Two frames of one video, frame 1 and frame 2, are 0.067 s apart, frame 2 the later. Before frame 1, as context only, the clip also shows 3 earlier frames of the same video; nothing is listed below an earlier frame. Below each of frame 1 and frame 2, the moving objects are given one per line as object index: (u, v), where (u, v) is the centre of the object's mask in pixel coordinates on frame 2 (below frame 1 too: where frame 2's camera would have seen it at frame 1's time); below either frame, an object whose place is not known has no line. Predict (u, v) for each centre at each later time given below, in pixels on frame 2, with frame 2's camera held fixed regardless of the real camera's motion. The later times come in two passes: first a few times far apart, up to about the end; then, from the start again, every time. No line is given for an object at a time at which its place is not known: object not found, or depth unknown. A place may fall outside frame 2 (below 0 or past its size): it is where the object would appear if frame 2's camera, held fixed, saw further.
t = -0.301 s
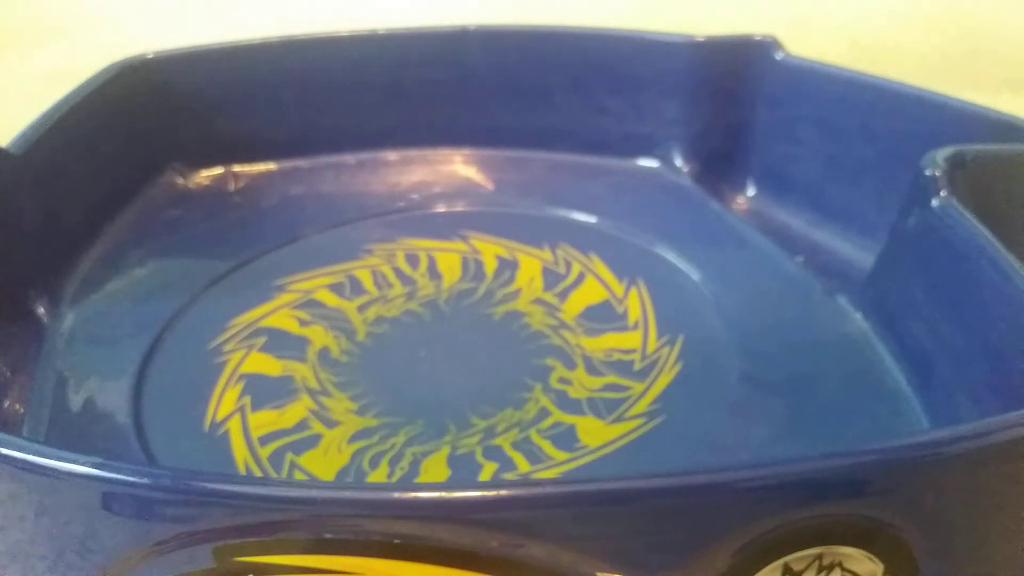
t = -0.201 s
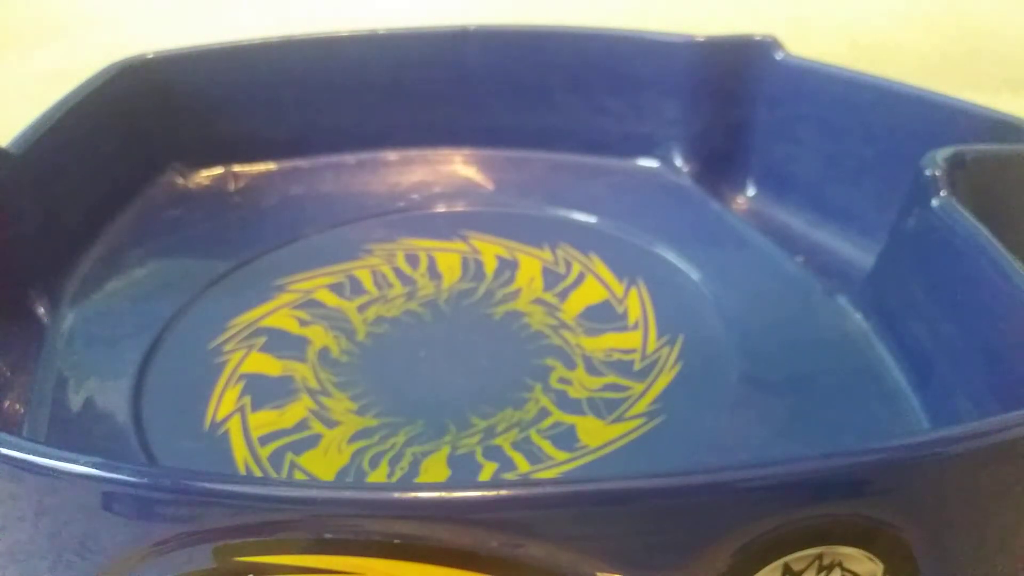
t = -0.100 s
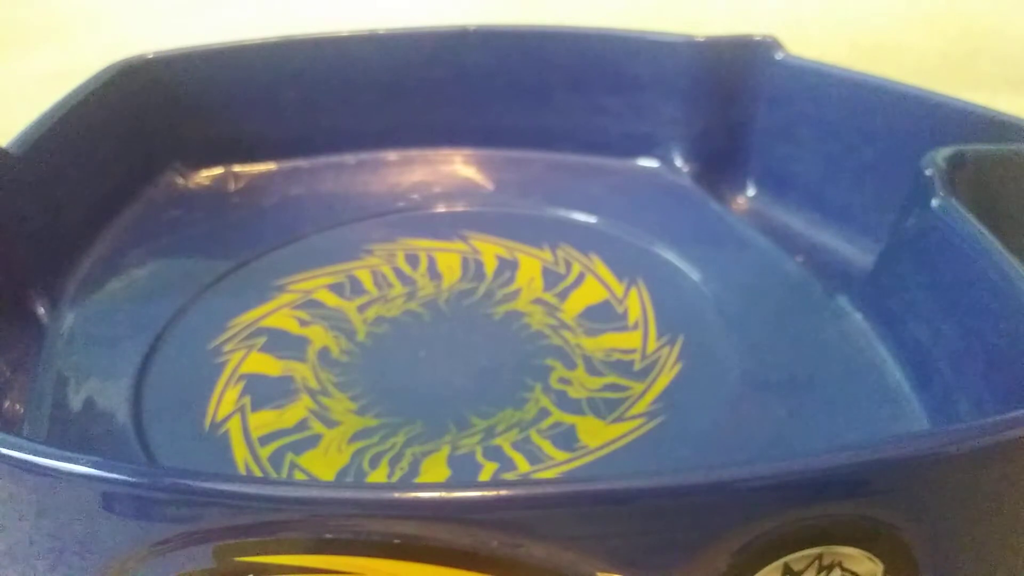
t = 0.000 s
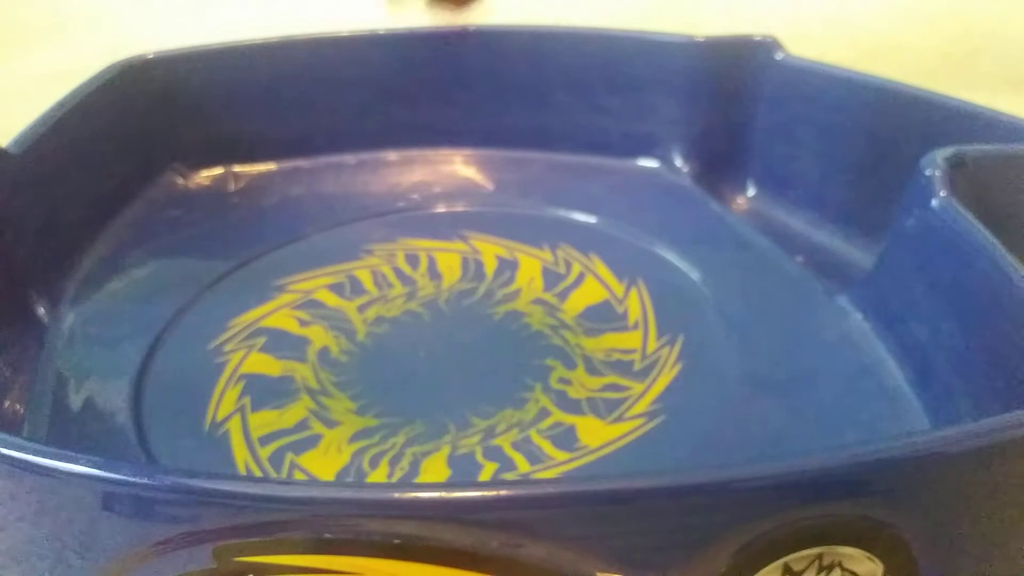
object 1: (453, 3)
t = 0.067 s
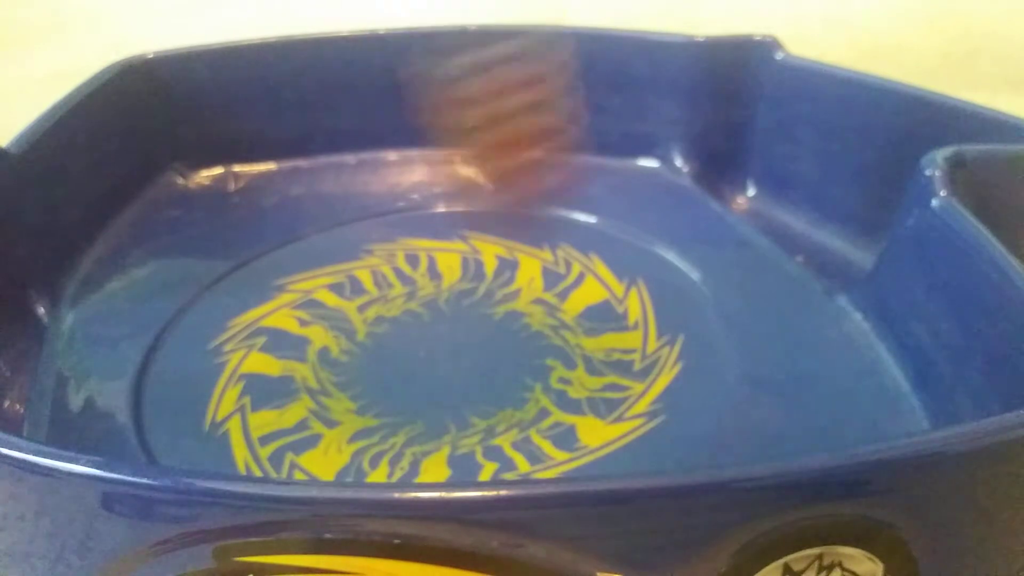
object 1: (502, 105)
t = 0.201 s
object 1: (514, 311)
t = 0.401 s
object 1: (413, 395)
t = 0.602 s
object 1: (318, 415)
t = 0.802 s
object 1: (299, 441)
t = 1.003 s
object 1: (473, 450)
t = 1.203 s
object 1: (562, 330)
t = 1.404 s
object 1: (421, 219)
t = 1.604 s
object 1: (200, 199)
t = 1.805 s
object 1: (276, 340)
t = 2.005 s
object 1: (672, 390)
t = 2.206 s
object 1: (740, 288)
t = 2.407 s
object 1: (471, 227)
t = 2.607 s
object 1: (190, 252)
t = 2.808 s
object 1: (66, 389)
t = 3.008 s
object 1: (293, 447)
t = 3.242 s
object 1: (613, 342)
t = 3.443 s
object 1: (611, 197)
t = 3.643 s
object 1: (407, 151)
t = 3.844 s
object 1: (222, 199)
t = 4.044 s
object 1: (178, 278)
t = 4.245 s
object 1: (311, 424)
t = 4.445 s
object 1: (645, 415)
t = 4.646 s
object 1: (700, 271)
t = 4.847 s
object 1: (559, 203)
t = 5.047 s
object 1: (371, 216)
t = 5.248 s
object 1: (238, 279)
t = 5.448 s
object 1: (220, 368)
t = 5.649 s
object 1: (313, 400)
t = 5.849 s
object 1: (373, 387)
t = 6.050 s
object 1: (405, 372)
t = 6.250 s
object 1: (427, 360)
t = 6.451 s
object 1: (441, 347)
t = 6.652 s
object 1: (451, 338)
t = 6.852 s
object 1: (456, 329)
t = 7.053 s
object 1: (459, 324)
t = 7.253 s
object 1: (461, 322)
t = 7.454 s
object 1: (461, 320)
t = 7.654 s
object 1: (459, 320)
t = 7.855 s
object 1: (454, 320)
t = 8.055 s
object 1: (448, 321)
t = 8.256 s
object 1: (440, 322)
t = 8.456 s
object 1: (435, 321)
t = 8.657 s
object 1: (430, 321)
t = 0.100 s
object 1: (529, 286)
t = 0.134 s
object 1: (550, 364)
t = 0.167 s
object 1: (530, 330)
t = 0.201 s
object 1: (514, 311)
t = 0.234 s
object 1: (500, 313)
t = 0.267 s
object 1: (482, 340)
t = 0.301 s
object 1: (470, 386)
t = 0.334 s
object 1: (449, 382)
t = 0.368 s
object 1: (430, 379)
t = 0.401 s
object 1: (413, 395)
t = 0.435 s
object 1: (394, 398)
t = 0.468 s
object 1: (377, 404)
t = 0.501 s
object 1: (360, 405)
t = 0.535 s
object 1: (345, 408)
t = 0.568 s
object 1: (330, 412)
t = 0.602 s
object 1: (318, 415)
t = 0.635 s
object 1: (307, 419)
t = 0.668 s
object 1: (299, 424)
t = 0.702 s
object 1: (294, 427)
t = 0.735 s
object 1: (292, 431)
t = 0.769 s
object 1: (293, 437)
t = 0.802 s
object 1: (299, 441)
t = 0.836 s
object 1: (311, 448)
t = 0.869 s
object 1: (331, 452)
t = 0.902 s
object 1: (357, 454)
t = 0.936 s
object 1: (390, 455)
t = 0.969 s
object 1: (431, 455)
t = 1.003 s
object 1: (473, 450)
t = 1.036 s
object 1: (514, 442)
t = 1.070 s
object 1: (545, 427)
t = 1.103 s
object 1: (563, 405)
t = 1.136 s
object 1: (572, 378)
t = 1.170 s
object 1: (570, 354)
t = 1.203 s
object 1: (562, 330)
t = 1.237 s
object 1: (548, 307)
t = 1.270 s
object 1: (530, 286)
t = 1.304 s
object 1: (509, 266)
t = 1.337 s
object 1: (482, 247)
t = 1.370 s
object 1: (453, 232)
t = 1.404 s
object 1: (421, 219)
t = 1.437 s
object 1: (384, 211)
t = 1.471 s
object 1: (351, 203)
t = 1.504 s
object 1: (311, 196)
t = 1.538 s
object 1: (276, 195)
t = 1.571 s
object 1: (240, 197)
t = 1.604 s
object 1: (200, 199)
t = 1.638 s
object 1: (158, 202)
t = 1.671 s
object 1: (150, 212)
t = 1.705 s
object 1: (174, 239)
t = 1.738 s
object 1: (200, 271)
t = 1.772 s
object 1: (231, 304)
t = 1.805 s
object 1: (276, 340)
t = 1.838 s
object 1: (339, 370)
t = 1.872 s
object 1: (397, 386)
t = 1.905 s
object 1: (460, 397)
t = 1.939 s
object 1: (523, 405)
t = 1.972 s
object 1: (601, 402)
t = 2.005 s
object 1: (672, 390)
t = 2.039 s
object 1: (726, 368)
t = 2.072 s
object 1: (766, 350)
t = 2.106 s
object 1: (799, 331)
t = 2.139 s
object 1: (820, 308)
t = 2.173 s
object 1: (781, 292)
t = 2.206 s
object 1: (740, 288)
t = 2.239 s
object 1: (702, 276)
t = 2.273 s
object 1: (657, 267)
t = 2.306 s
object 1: (616, 254)
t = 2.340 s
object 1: (571, 241)
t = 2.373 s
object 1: (522, 232)
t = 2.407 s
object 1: (471, 227)
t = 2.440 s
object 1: (421, 225)
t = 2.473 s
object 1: (371, 224)
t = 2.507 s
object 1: (323, 227)
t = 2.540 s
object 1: (277, 232)
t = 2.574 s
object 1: (231, 240)
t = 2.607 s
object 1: (190, 252)
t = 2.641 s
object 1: (153, 268)
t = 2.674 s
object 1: (117, 290)
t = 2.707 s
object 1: (91, 312)
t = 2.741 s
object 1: (71, 339)
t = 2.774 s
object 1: (65, 373)
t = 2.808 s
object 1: (66, 389)
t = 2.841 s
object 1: (73, 407)
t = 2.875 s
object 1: (96, 420)
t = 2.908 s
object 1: (141, 432)
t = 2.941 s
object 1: (186, 438)
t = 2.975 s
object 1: (232, 443)
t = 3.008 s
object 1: (293, 447)
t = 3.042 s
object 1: (363, 443)
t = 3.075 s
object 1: (415, 438)
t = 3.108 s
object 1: (468, 429)
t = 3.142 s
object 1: (511, 416)
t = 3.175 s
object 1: (553, 391)
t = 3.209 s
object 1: (585, 367)
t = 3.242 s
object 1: (613, 342)
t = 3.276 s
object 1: (629, 312)
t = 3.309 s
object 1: (639, 284)
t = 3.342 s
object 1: (641, 260)
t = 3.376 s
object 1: (636, 238)
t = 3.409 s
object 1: (625, 216)
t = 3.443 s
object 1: (611, 197)
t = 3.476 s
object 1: (586, 179)
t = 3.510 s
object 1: (557, 168)
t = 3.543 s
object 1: (525, 158)
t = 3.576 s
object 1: (491, 153)
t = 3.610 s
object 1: (450, 152)
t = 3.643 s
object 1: (407, 151)
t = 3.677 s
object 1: (368, 158)
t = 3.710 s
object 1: (332, 165)
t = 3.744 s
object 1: (295, 175)
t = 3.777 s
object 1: (267, 183)
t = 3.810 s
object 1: (240, 191)
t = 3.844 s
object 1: (222, 199)
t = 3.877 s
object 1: (207, 207)
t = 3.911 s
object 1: (197, 216)
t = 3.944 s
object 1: (189, 227)
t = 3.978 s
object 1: (184, 240)
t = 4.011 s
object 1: (180, 255)
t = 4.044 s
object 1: (178, 278)
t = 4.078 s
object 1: (184, 304)
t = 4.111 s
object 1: (191, 330)
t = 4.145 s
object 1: (205, 356)
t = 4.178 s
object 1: (229, 386)
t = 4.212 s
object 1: (261, 408)
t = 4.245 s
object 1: (311, 424)
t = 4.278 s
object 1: (358, 432)
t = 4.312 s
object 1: (419, 435)
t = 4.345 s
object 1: (476, 436)
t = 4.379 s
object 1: (531, 434)
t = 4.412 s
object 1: (592, 426)
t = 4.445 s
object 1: (645, 415)
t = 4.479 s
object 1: (685, 398)
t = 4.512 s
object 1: (714, 372)
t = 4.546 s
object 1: (724, 345)
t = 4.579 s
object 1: (726, 319)
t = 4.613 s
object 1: (716, 296)
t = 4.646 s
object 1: (700, 271)
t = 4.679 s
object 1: (685, 253)
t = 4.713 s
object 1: (663, 239)
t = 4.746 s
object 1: (641, 226)
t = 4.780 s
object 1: (616, 216)
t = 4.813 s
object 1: (589, 209)
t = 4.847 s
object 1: (559, 203)
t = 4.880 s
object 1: (530, 201)
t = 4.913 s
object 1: (498, 200)
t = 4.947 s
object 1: (463, 203)
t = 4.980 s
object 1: (433, 205)
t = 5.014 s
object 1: (401, 211)
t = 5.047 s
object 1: (371, 216)
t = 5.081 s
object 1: (344, 223)
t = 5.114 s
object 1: (316, 232)
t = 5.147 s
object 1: (292, 243)
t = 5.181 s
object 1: (271, 254)
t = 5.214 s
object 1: (253, 266)
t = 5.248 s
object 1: (238, 279)
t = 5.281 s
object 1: (225, 294)
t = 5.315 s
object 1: (216, 310)
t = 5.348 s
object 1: (211, 324)
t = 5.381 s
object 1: (210, 340)
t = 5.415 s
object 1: (214, 354)
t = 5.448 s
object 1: (220, 368)
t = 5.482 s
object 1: (234, 380)
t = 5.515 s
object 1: (248, 387)
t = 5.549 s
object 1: (262, 393)
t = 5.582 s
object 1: (281, 398)
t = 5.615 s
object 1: (297, 399)
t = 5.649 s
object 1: (313, 400)
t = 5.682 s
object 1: (327, 399)
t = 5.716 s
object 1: (339, 397)
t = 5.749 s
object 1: (349, 395)
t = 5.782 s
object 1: (359, 392)
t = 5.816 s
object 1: (366, 389)
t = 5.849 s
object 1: (373, 387)
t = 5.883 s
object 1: (379, 385)
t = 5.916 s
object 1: (385, 383)
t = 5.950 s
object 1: (391, 381)
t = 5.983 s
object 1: (396, 378)
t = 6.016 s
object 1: (401, 376)
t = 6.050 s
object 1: (405, 372)
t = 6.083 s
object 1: (410, 371)
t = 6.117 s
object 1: (414, 368)
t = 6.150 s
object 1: (417, 366)
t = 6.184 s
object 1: (422, 364)
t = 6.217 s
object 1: (424, 362)
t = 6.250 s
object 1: (427, 360)
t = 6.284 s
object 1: (430, 358)
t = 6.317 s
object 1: (432, 355)
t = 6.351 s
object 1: (435, 354)
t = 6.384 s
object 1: (438, 352)
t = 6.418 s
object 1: (440, 350)
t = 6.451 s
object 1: (441, 347)
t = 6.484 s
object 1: (443, 345)
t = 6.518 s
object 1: (445, 344)
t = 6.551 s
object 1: (447, 343)
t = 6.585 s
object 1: (449, 341)
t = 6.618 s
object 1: (449, 339)
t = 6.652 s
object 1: (451, 338)
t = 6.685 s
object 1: (452, 335)
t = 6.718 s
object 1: (454, 334)
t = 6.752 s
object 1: (454, 333)
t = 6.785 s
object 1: (454, 331)
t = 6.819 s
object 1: (455, 330)
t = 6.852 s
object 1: (456, 329)
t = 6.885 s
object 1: (456, 328)
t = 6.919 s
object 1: (457, 327)
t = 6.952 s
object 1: (458, 326)
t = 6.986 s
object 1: (458, 326)
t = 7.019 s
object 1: (459, 325)
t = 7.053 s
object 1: (459, 324)
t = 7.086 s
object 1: (460, 324)
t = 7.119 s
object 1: (460, 323)
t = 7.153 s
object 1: (460, 323)
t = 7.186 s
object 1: (460, 322)
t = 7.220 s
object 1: (461, 322)
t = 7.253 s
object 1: (461, 322)
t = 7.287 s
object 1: (461, 322)
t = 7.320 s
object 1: (460, 321)
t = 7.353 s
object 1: (460, 320)
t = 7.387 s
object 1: (460, 321)
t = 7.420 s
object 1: (460, 320)
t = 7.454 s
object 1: (461, 320)
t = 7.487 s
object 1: (460, 320)
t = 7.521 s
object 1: (460, 320)
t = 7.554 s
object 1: (460, 320)
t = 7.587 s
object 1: (460, 320)
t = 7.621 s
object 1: (460, 320)
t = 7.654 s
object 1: (459, 320)
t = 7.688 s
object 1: (459, 320)
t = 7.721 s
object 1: (458, 320)
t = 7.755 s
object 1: (456, 320)
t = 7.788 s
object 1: (455, 320)
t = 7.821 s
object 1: (455, 320)
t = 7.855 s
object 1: (454, 320)
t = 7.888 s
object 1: (453, 321)
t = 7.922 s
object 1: (452, 321)
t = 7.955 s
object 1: (452, 321)
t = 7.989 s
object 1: (449, 321)
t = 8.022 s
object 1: (449, 321)
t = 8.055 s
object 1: (448, 321)
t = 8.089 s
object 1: (446, 322)
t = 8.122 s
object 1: (445, 321)
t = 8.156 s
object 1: (444, 322)
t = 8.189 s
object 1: (443, 322)
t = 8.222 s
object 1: (442, 321)
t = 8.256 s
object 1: (440, 322)
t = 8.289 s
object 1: (439, 321)
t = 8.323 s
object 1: (439, 321)
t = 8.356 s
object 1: (438, 321)
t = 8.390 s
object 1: (437, 321)
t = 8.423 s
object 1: (436, 321)
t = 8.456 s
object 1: (435, 321)
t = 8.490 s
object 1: (435, 321)
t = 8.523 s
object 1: (434, 321)
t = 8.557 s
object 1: (432, 321)
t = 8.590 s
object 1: (431, 321)
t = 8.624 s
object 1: (431, 321)
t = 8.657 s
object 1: (430, 321)
